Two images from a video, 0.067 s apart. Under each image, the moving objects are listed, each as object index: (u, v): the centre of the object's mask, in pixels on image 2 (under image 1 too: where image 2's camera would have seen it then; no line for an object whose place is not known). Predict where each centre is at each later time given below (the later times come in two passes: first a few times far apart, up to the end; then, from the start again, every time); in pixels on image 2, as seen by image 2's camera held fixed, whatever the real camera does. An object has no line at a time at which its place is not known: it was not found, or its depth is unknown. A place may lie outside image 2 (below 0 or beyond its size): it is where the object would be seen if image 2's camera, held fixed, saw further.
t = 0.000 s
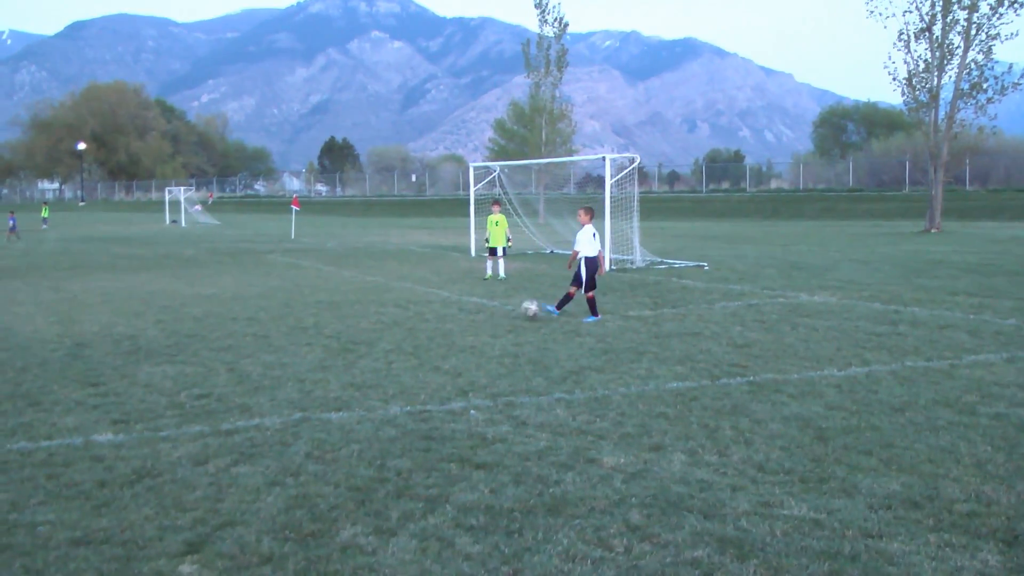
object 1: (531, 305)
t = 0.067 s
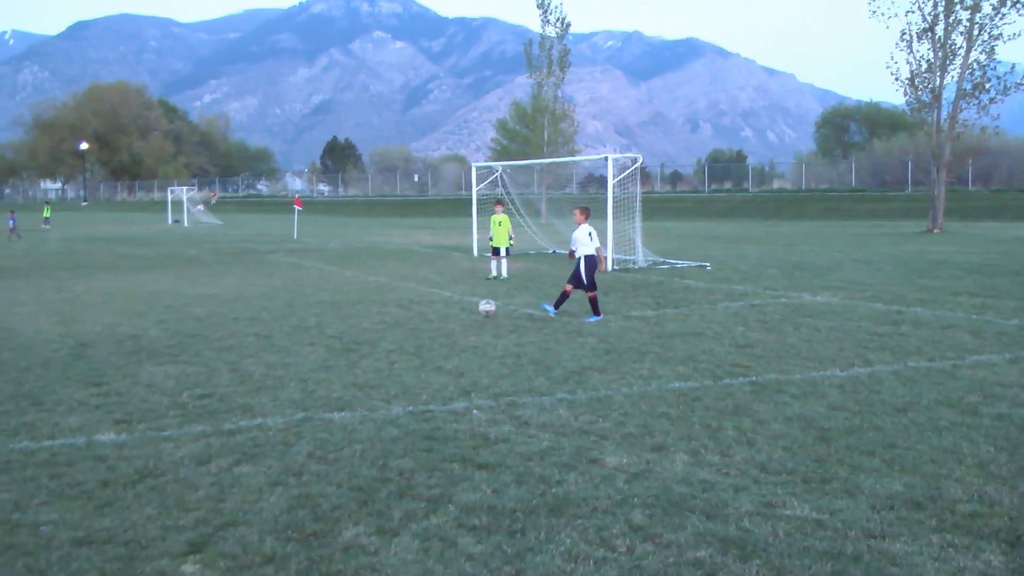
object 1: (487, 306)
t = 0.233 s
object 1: (366, 323)
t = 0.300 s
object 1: (322, 327)
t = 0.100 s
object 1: (463, 307)
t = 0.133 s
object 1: (440, 310)
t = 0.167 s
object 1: (415, 313)
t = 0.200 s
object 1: (391, 317)
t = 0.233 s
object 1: (366, 323)
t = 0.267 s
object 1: (342, 328)
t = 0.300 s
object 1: (322, 327)
